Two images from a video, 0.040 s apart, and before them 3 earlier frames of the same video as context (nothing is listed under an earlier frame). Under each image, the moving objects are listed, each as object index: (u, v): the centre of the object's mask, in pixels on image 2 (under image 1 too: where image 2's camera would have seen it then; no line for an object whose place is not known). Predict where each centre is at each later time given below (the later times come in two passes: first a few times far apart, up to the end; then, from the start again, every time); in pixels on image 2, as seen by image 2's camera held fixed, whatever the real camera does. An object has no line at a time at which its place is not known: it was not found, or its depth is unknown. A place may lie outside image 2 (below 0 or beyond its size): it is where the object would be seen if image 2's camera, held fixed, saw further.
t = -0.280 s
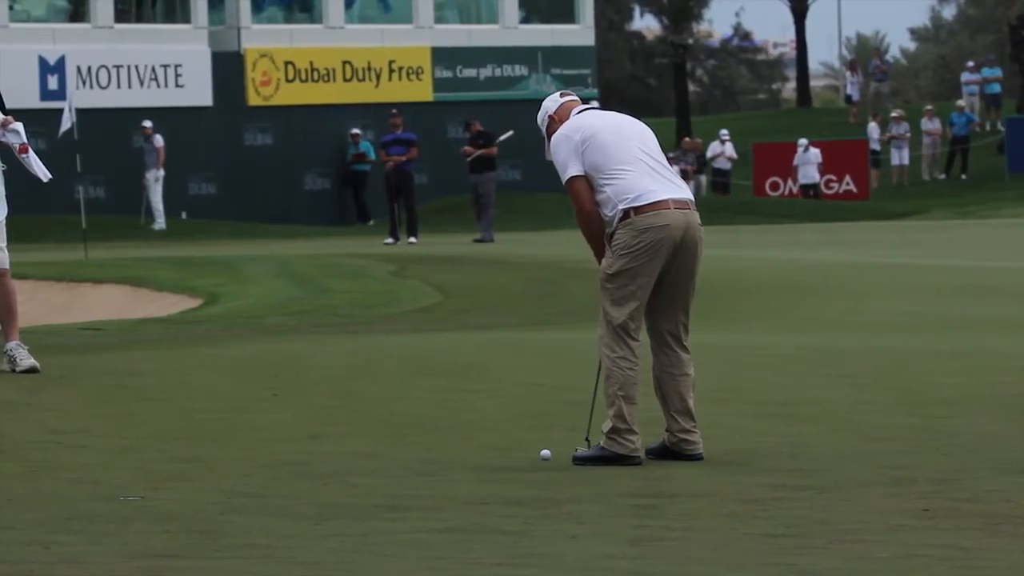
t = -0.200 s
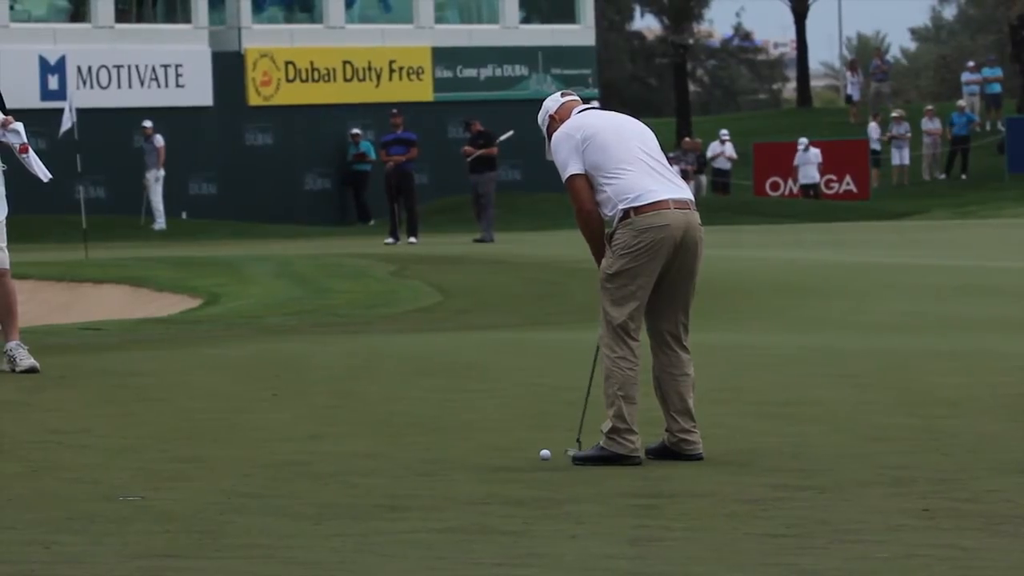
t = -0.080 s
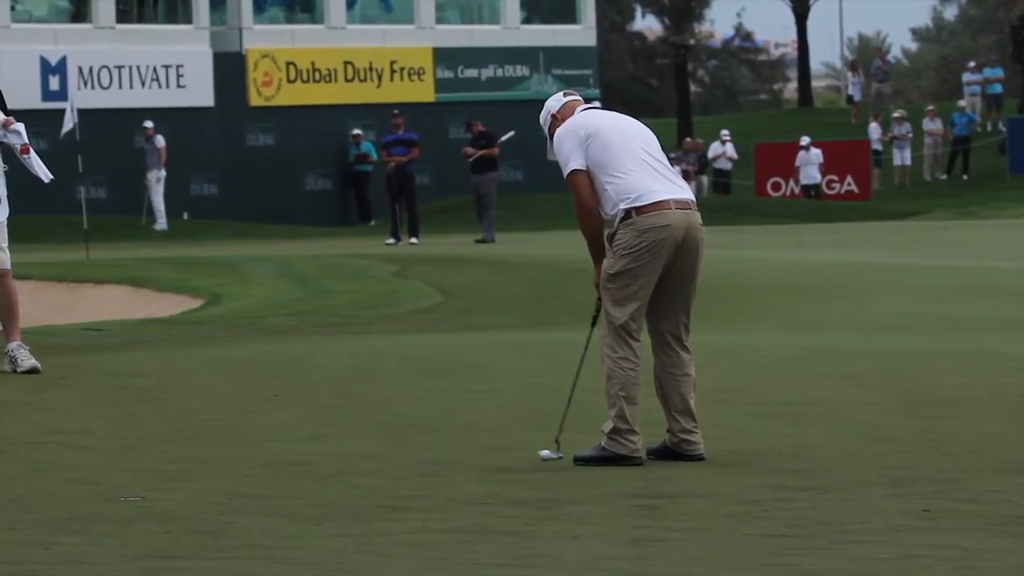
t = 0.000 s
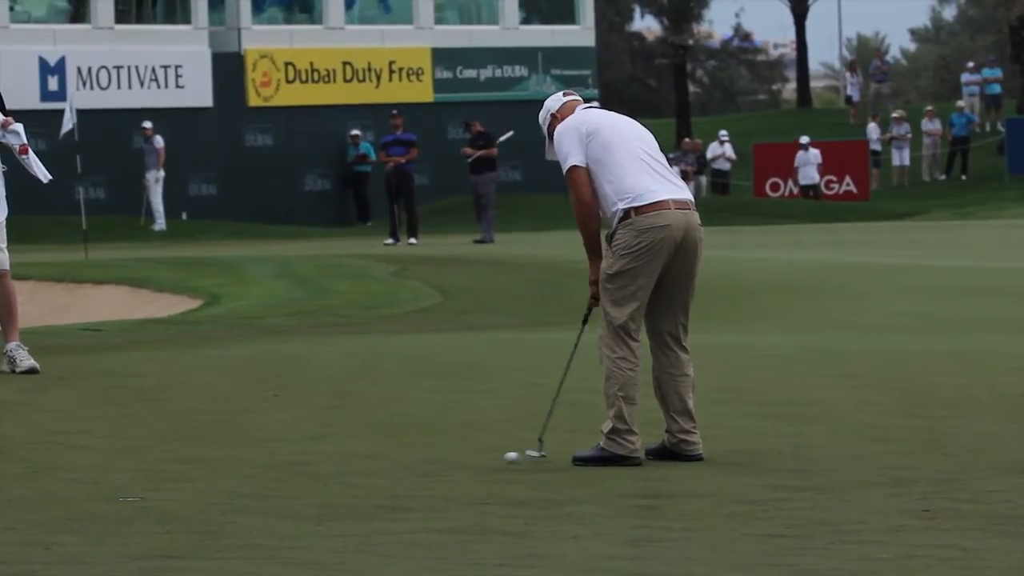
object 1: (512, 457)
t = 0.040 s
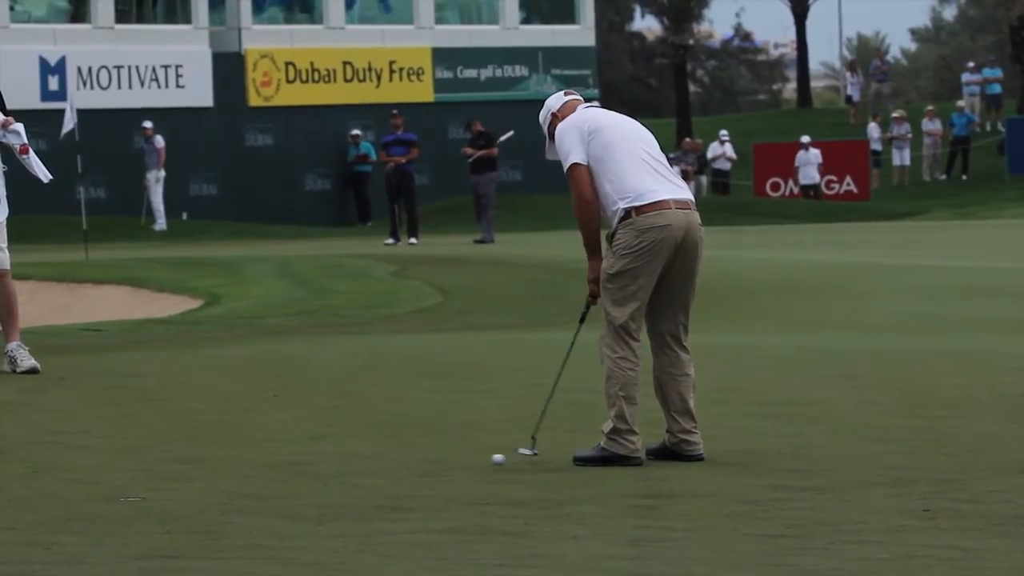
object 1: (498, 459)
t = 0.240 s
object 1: (440, 465)
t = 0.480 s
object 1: (378, 469)
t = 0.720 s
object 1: (322, 474)
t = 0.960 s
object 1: (272, 479)
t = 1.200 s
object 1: (230, 483)
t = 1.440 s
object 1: (194, 487)
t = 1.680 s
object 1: (167, 490)
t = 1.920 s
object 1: (145, 493)
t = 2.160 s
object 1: (125, 495)
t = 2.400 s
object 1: (111, 496)
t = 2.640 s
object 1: (103, 498)
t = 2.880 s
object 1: (101, 499)
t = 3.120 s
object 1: (101, 499)
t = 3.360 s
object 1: (103, 499)
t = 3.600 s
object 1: (103, 499)
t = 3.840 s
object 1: (103, 499)
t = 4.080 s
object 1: (103, 499)
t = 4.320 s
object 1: (103, 499)
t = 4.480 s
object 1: (103, 500)
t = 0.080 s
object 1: (486, 460)
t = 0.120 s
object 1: (474, 461)
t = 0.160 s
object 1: (462, 462)
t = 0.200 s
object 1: (451, 463)
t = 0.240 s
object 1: (440, 465)
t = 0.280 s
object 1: (429, 465)
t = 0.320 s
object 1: (418, 466)
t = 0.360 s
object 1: (409, 467)
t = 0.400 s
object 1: (398, 468)
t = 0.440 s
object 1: (388, 469)
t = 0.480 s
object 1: (378, 469)
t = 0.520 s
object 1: (368, 470)
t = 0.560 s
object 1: (359, 471)
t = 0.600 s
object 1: (349, 472)
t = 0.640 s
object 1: (340, 473)
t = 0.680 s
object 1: (331, 474)
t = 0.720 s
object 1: (322, 474)
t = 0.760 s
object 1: (313, 475)
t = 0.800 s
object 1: (305, 476)
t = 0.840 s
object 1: (296, 477)
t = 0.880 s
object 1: (288, 477)
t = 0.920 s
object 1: (280, 478)
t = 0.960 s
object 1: (272, 479)
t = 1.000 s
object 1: (264, 480)
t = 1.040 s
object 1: (256, 480)
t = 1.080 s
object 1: (250, 481)
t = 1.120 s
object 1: (243, 481)
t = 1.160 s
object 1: (236, 482)
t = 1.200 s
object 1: (230, 483)
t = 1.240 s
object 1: (223, 483)
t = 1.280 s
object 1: (217, 483)
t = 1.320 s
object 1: (211, 485)
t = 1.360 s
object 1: (205, 485)
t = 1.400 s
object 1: (200, 486)
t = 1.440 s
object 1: (194, 487)
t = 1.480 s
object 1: (189, 487)
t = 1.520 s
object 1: (184, 488)
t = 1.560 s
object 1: (180, 488)
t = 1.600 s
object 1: (175, 488)
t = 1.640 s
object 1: (171, 489)
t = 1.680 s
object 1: (167, 490)
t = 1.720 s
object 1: (163, 490)
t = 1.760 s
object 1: (159, 491)
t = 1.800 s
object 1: (155, 491)
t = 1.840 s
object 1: (152, 491)
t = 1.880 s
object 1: (149, 492)
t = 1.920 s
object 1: (145, 493)
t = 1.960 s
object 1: (142, 493)
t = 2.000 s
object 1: (138, 493)
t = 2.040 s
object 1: (135, 494)
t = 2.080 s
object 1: (131, 494)
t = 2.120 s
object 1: (128, 494)
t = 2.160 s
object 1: (125, 495)
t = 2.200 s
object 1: (123, 495)
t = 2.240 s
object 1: (120, 495)
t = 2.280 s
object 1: (118, 496)
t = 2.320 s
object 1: (116, 496)
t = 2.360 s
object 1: (113, 496)
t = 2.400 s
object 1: (111, 496)
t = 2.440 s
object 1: (109, 497)
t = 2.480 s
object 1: (107, 497)
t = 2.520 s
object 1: (106, 497)
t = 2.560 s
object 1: (105, 497)
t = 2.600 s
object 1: (104, 498)
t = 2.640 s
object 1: (103, 498)
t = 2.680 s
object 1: (102, 498)
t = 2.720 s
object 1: (102, 498)
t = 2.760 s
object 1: (101, 498)
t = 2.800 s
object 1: (101, 498)
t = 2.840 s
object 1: (101, 498)
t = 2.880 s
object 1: (101, 499)
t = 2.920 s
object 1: (100, 499)
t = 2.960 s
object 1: (101, 498)
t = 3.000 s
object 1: (100, 499)
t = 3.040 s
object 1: (101, 499)
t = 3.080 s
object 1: (101, 499)
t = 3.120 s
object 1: (101, 499)
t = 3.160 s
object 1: (101, 499)
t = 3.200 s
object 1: (101, 499)
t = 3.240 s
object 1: (102, 499)
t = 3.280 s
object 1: (102, 499)
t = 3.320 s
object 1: (102, 499)
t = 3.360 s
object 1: (103, 499)
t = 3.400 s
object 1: (103, 499)
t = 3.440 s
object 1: (103, 499)
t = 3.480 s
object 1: (103, 499)
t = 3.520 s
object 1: (103, 499)
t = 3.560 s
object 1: (103, 499)
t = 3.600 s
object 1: (103, 499)
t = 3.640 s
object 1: (103, 499)
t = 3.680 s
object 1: (103, 499)
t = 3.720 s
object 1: (103, 499)
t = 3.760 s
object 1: (103, 499)
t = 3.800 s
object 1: (103, 499)
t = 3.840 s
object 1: (103, 499)
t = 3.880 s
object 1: (103, 499)
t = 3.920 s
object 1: (103, 499)
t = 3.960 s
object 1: (103, 499)
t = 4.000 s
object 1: (103, 499)
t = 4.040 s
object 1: (103, 499)
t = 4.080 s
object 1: (103, 499)
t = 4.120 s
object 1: (103, 499)
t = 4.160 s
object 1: (103, 499)
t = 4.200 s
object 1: (103, 499)
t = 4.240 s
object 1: (103, 499)
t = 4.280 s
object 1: (103, 499)
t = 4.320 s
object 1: (103, 499)
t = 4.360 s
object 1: (103, 500)
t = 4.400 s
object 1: (103, 500)
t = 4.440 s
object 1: (103, 500)
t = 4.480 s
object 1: (103, 500)
